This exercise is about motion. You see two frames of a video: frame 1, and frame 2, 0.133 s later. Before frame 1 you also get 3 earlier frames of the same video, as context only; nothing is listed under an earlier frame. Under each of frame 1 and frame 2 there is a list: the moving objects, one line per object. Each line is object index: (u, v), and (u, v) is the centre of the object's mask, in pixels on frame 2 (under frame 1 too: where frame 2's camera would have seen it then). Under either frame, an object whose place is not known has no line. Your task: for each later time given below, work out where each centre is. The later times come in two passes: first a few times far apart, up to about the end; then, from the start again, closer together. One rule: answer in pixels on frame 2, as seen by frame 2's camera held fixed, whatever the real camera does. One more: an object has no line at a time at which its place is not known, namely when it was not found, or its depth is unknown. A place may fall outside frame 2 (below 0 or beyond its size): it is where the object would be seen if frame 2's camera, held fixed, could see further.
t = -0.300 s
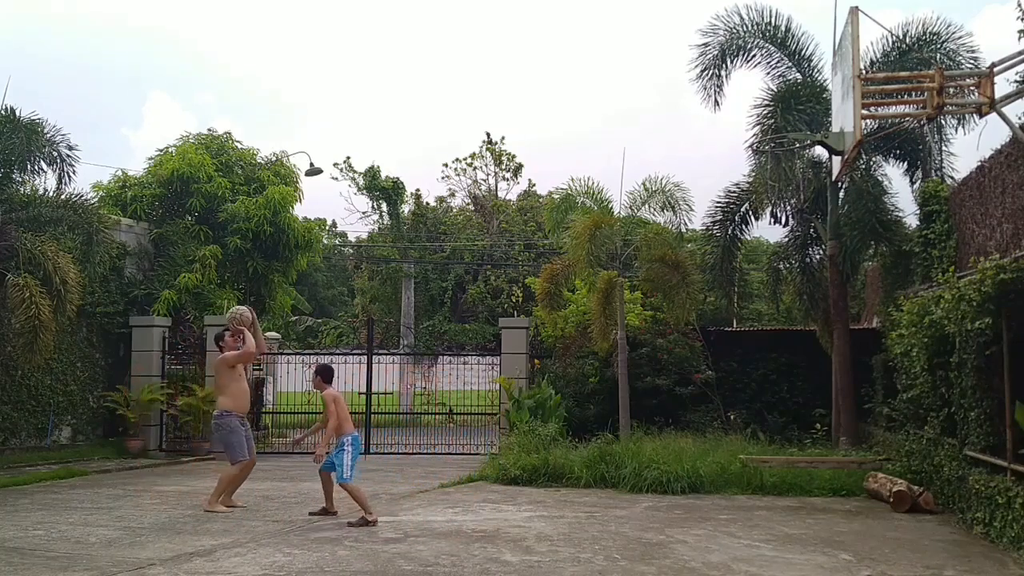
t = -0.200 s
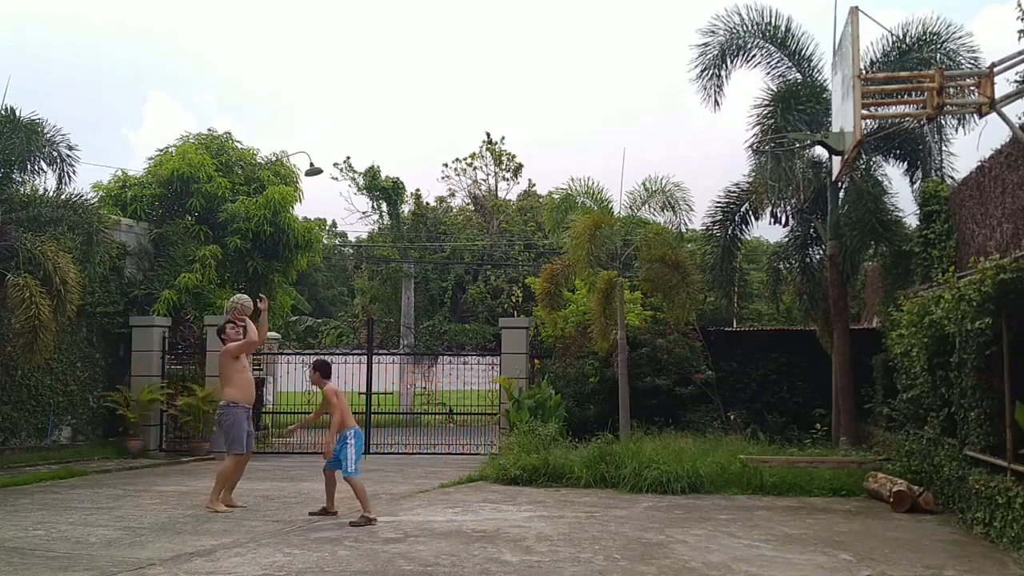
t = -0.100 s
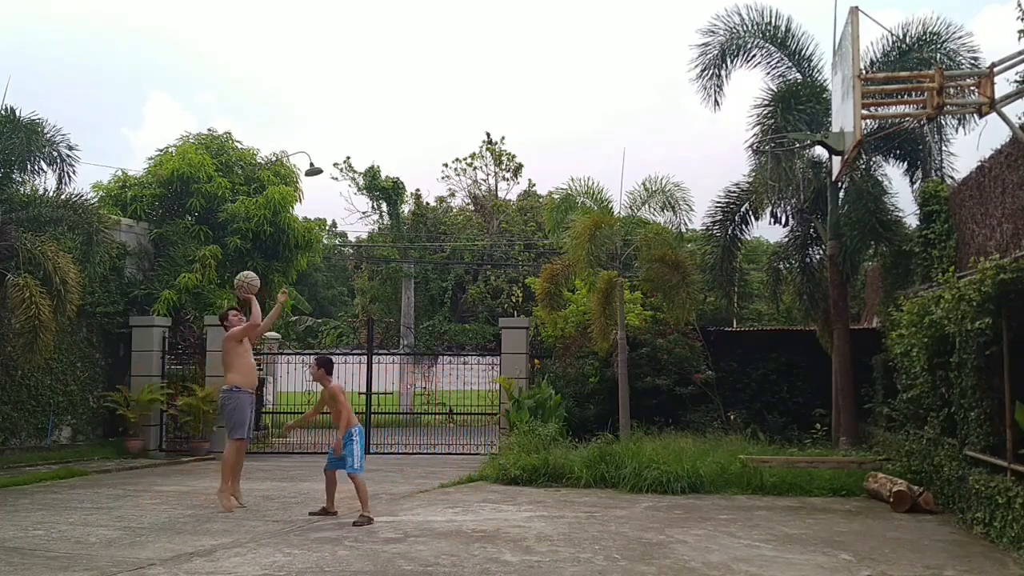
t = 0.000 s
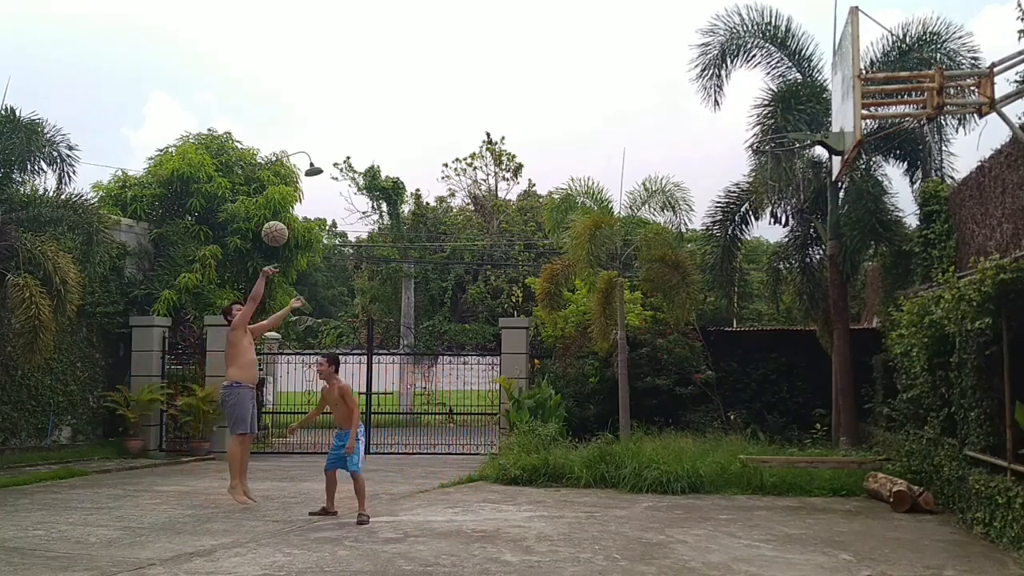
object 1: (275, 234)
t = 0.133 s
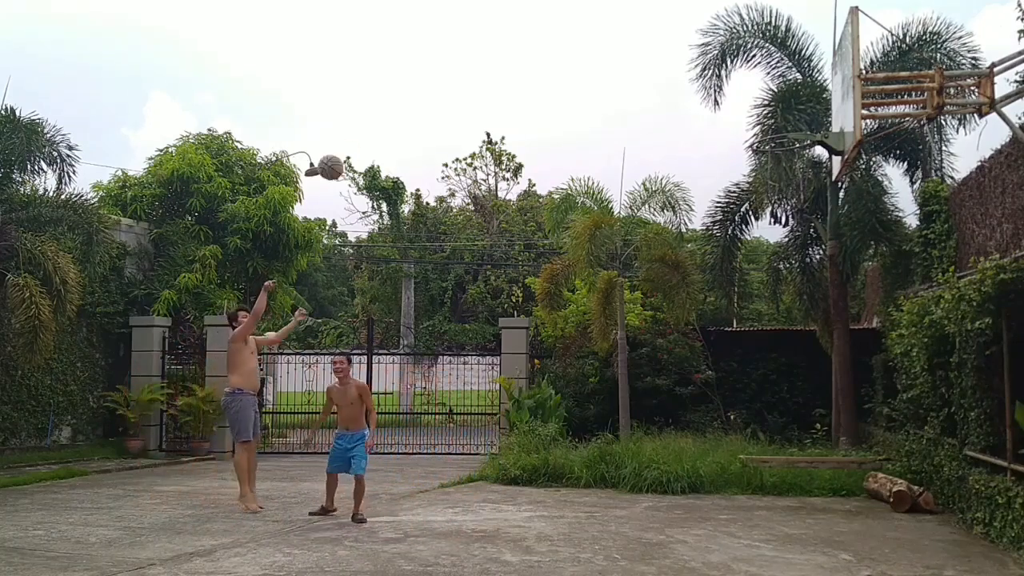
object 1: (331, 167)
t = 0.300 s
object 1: (404, 104)
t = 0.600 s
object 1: (546, 51)
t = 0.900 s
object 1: (713, 97)
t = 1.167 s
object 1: (792, 190)
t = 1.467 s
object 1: (751, 302)
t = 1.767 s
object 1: (714, 556)
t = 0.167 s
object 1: (345, 153)
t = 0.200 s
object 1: (359, 139)
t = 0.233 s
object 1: (374, 127)
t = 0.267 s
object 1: (389, 115)
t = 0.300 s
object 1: (404, 104)
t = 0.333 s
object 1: (419, 94)
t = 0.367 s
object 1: (434, 85)
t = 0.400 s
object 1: (449, 77)
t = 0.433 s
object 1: (464, 69)
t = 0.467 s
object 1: (480, 64)
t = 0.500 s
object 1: (496, 59)
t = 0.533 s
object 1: (512, 55)
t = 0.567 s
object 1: (529, 53)
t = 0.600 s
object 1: (546, 51)
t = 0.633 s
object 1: (563, 51)
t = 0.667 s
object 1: (581, 52)
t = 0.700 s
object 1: (599, 54)
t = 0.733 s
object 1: (617, 58)
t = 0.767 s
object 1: (636, 63)
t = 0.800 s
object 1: (654, 69)
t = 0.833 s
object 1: (673, 77)
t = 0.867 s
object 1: (692, 86)
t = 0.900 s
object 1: (713, 97)
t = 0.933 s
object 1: (734, 110)
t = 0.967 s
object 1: (755, 124)
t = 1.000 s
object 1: (776, 138)
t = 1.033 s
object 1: (795, 147)
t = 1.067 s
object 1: (799, 157)
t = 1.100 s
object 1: (798, 169)
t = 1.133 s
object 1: (795, 182)
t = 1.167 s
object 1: (792, 190)
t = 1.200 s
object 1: (788, 196)
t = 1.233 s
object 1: (784, 204)
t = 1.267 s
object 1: (779, 213)
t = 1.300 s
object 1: (774, 223)
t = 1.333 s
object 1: (770, 236)
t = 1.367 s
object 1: (765, 251)
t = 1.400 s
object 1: (760, 265)
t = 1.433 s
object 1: (755, 282)
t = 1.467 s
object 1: (751, 302)
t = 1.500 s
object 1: (746, 322)
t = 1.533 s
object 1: (742, 345)
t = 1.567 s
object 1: (737, 370)
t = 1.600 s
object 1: (733, 396)
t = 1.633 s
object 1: (729, 423)
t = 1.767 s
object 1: (714, 556)
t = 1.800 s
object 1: (709, 551)
